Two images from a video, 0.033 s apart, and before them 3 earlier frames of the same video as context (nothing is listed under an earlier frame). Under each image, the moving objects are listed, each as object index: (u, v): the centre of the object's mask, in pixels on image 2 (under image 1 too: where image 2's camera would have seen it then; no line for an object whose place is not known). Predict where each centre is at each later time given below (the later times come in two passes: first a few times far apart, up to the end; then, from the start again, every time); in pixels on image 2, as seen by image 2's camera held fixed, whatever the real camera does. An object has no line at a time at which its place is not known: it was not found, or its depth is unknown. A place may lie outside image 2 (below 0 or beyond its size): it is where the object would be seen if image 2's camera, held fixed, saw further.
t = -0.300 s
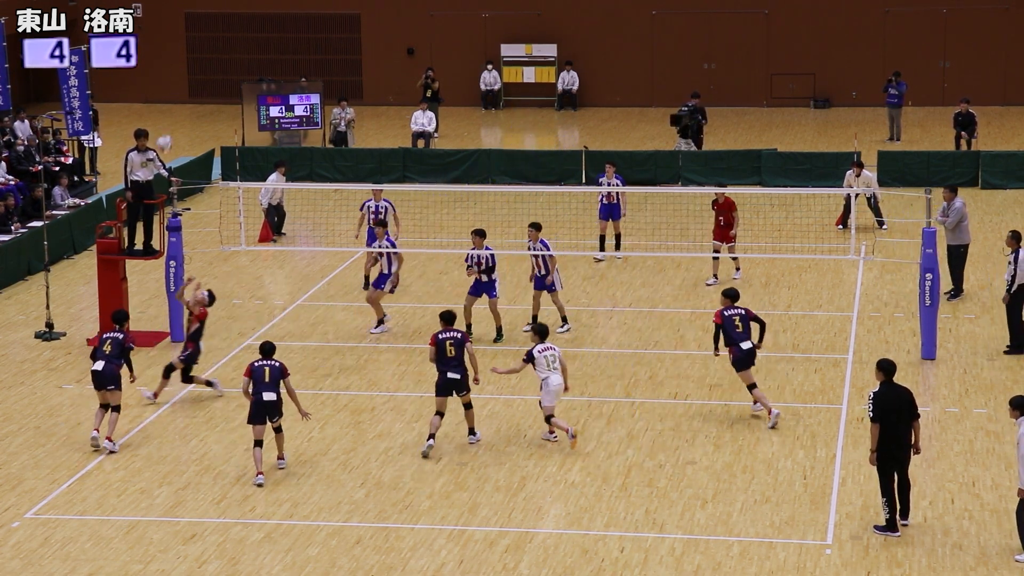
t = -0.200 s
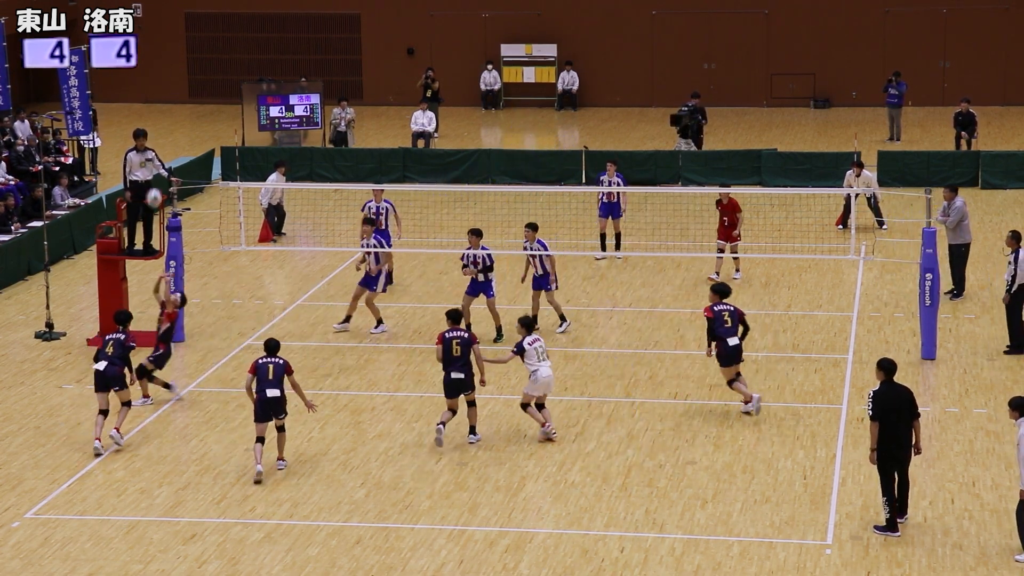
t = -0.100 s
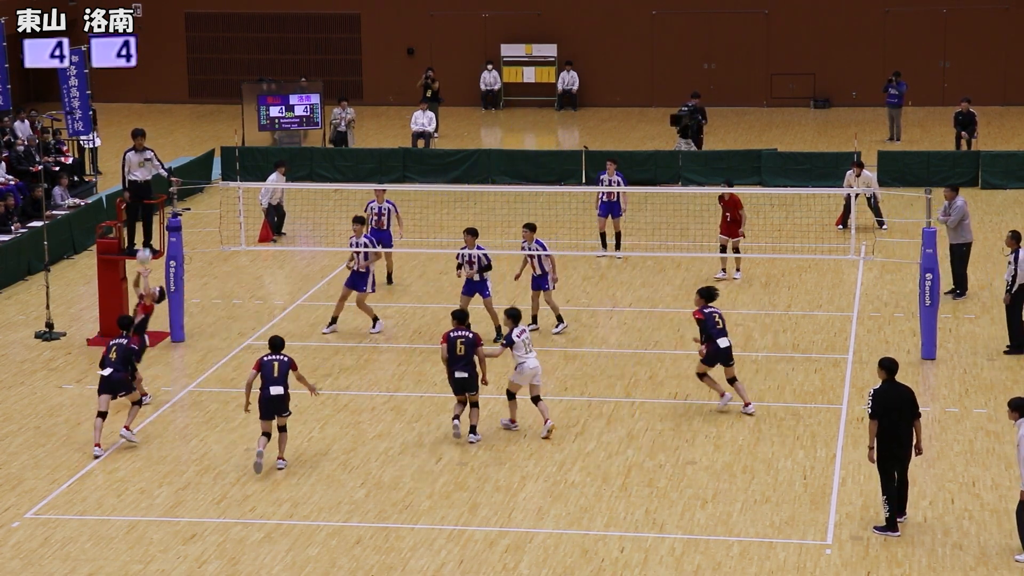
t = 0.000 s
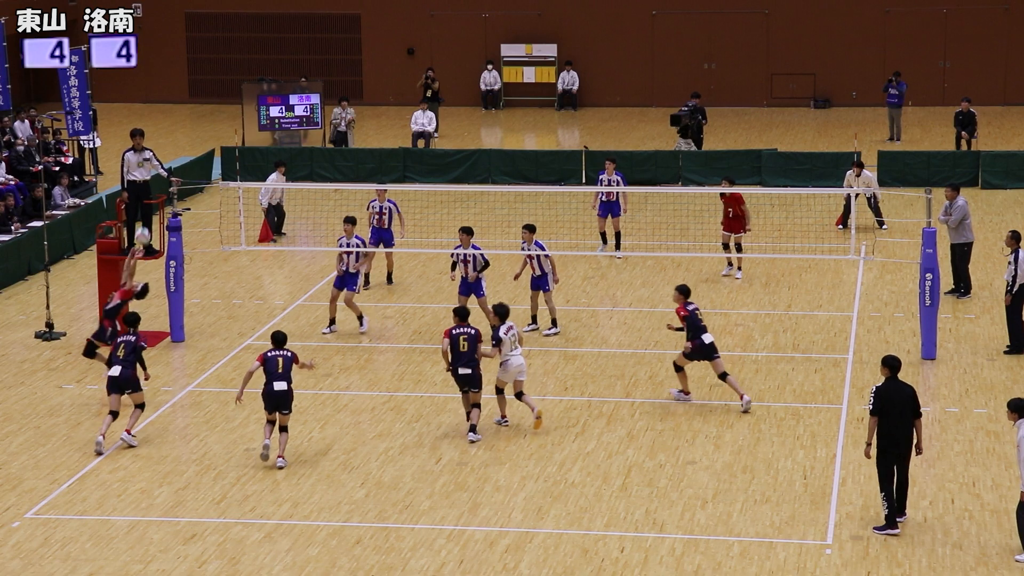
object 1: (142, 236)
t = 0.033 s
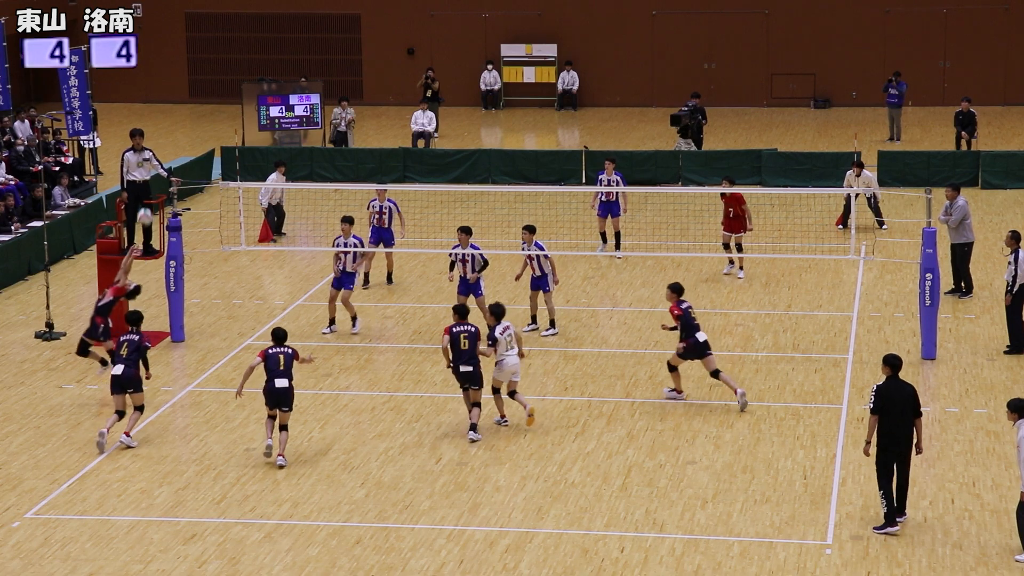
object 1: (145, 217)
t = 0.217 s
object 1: (156, 126)
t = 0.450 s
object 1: (174, 48)
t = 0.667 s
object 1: (191, 14)
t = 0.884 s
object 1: (209, 12)
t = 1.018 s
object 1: (223, 32)
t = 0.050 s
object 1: (146, 208)
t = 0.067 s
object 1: (147, 199)
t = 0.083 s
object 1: (148, 190)
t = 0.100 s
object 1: (149, 182)
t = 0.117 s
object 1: (150, 173)
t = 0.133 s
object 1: (151, 164)
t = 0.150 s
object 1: (152, 156)
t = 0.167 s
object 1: (153, 149)
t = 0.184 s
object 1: (154, 139)
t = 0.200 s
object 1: (155, 133)
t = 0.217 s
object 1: (156, 126)
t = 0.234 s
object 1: (158, 119)
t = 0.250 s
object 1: (158, 112)
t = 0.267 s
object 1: (160, 106)
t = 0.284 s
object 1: (161, 99)
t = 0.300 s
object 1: (162, 93)
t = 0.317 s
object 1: (163, 88)
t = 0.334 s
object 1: (165, 82)
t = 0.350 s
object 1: (166, 77)
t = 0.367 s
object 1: (168, 72)
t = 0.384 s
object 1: (169, 67)
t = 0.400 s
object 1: (170, 62)
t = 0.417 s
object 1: (171, 57)
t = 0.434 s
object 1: (173, 53)
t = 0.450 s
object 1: (174, 48)
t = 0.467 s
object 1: (175, 45)
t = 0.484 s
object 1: (177, 41)
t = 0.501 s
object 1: (178, 38)
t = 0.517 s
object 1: (179, 35)
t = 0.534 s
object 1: (180, 30)
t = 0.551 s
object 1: (182, 27)
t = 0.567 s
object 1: (183, 25)
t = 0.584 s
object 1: (184, 22)
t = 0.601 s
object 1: (186, 20)
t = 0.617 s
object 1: (187, 18)
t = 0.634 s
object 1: (189, 16)
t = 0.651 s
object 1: (190, 14)
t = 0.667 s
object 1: (191, 14)
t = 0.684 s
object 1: (193, 13)
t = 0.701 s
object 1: (194, 10)
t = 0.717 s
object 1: (196, 9)
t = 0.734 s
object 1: (197, 9)
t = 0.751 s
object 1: (198, 8)
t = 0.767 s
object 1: (200, 10)
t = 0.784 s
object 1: (202, 10)
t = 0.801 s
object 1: (202, 8)
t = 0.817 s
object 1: (203, 9)
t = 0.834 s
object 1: (204, 9)
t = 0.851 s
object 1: (206, 10)
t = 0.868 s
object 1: (208, 12)
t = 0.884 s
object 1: (209, 12)
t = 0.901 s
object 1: (211, 14)
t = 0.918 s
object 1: (213, 16)
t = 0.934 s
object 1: (214, 18)
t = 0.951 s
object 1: (216, 19)
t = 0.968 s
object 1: (217, 22)
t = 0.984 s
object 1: (219, 24)
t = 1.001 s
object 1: (221, 29)
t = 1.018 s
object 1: (223, 32)
